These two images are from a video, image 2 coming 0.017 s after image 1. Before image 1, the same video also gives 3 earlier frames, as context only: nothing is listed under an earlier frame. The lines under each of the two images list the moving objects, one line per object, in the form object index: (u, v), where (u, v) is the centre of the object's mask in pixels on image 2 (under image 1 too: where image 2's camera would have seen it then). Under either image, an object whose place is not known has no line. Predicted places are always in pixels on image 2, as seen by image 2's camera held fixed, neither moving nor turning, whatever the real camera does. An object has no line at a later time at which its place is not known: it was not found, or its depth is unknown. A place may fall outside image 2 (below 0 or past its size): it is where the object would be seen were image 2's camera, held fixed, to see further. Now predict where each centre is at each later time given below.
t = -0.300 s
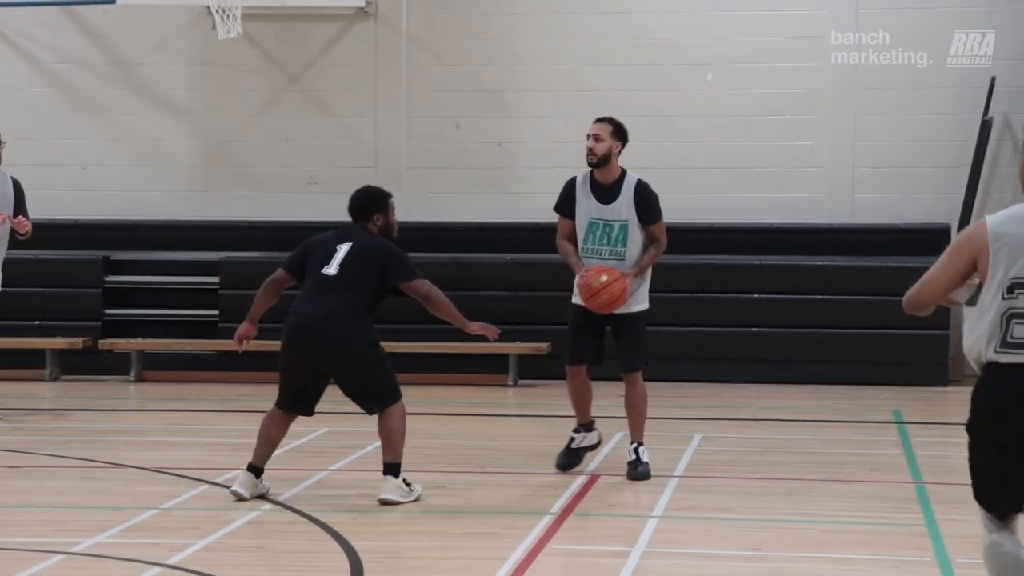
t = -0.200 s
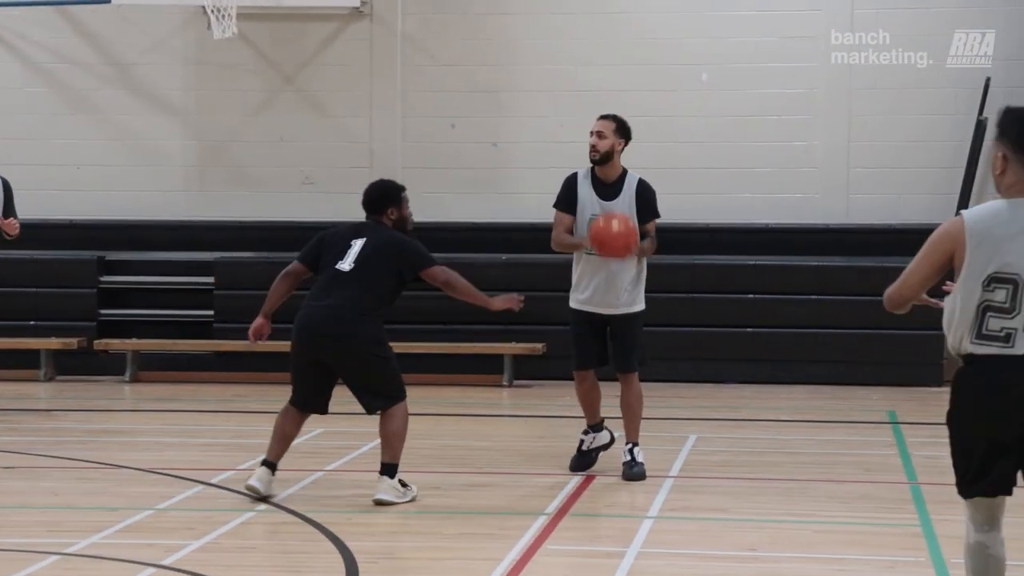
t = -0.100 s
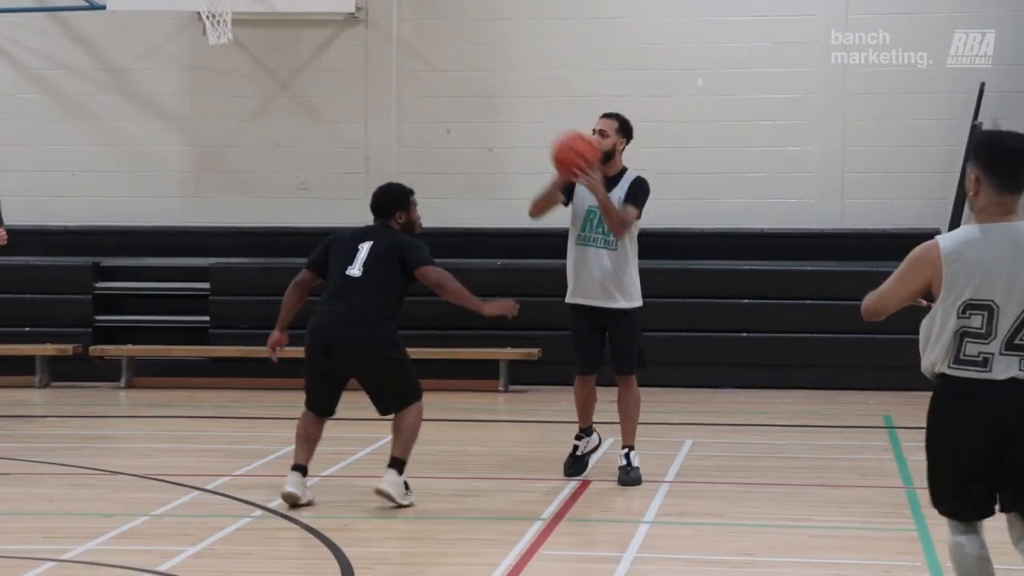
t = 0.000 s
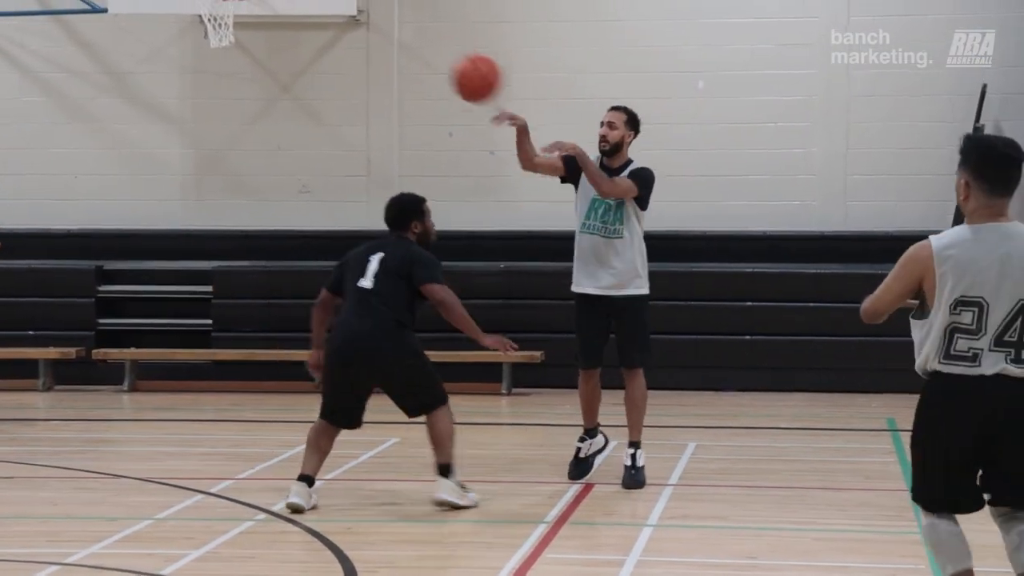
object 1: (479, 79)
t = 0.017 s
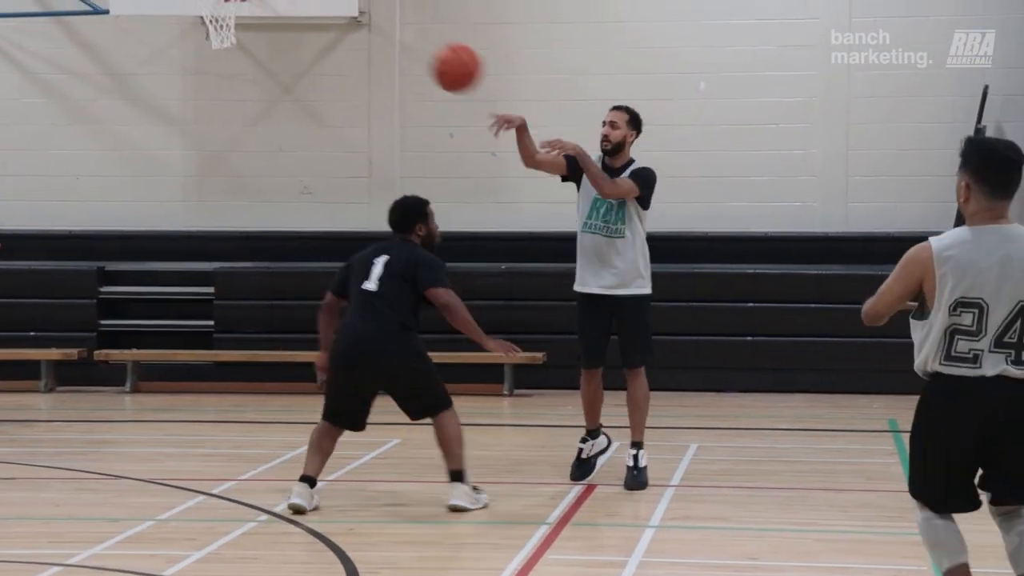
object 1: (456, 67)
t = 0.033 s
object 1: (432, 57)
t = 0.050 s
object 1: (410, 46)
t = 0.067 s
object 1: (387, 35)
